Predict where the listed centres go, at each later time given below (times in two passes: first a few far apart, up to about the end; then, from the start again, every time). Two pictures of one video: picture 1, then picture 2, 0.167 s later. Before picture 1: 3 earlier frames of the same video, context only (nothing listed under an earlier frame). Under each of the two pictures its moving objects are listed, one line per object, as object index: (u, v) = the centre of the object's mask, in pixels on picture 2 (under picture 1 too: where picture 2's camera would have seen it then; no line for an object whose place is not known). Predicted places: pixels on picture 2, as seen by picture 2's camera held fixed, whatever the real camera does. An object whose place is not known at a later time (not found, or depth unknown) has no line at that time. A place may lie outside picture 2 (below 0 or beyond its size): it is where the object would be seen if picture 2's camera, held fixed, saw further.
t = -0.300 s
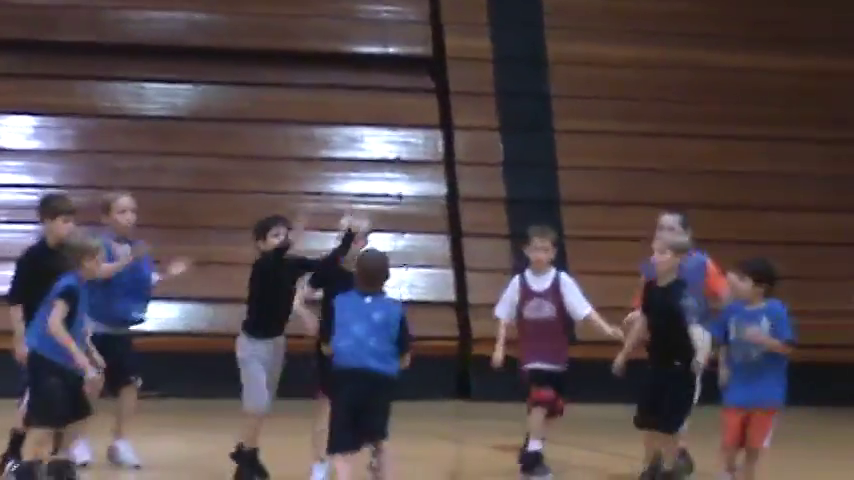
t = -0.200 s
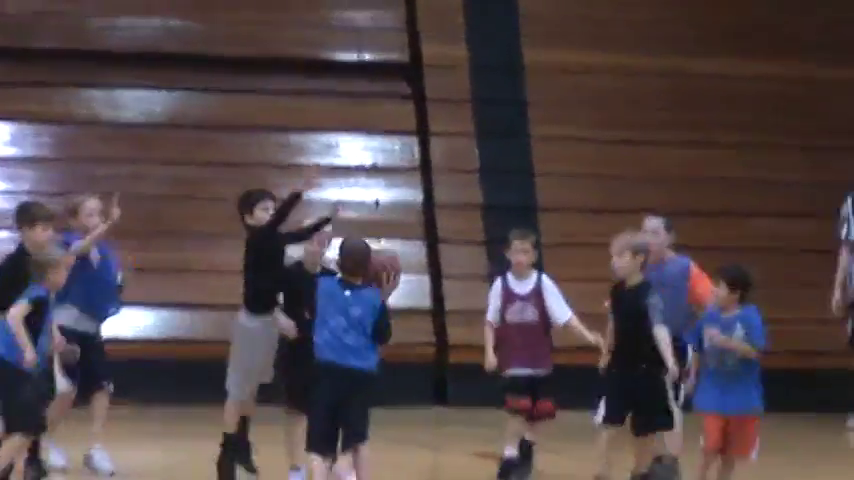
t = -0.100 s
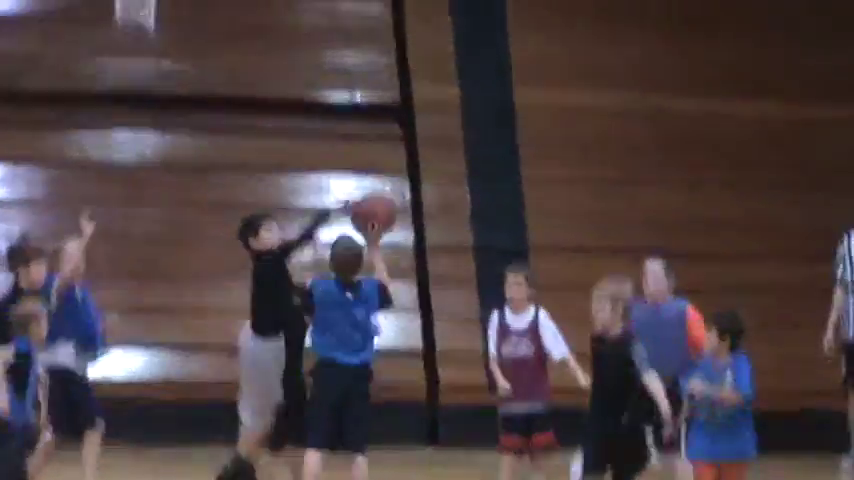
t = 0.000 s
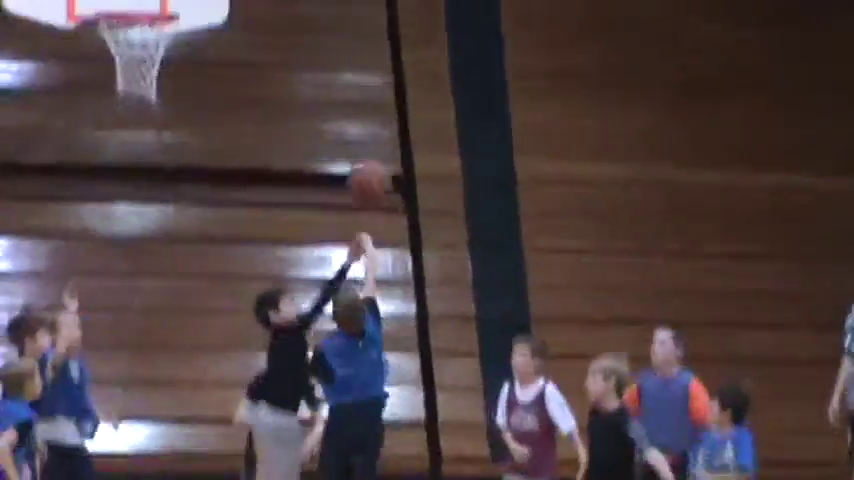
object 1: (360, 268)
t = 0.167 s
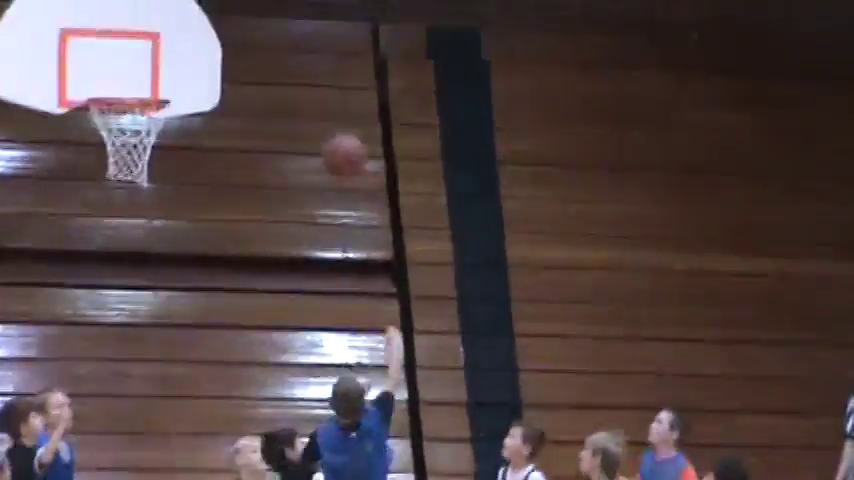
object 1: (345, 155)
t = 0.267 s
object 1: (335, 112)
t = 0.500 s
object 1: (308, 101)
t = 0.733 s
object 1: (284, 183)
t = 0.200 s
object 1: (342, 139)
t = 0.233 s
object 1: (337, 122)
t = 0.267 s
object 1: (335, 112)
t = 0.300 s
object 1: (330, 105)
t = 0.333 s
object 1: (327, 97)
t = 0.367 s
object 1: (324, 94)
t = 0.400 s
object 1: (320, 91)
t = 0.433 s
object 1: (316, 93)
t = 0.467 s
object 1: (313, 98)
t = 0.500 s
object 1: (308, 101)
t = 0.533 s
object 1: (305, 105)
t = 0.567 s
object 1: (301, 114)
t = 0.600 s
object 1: (298, 124)
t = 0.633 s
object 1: (294, 138)
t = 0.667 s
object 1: (292, 151)
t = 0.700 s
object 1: (288, 167)
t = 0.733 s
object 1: (284, 183)
